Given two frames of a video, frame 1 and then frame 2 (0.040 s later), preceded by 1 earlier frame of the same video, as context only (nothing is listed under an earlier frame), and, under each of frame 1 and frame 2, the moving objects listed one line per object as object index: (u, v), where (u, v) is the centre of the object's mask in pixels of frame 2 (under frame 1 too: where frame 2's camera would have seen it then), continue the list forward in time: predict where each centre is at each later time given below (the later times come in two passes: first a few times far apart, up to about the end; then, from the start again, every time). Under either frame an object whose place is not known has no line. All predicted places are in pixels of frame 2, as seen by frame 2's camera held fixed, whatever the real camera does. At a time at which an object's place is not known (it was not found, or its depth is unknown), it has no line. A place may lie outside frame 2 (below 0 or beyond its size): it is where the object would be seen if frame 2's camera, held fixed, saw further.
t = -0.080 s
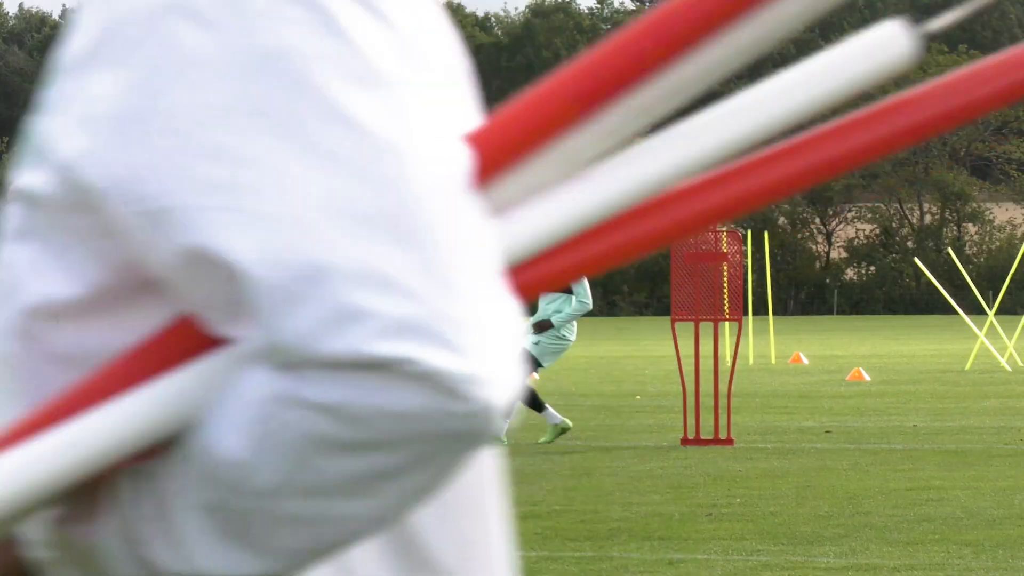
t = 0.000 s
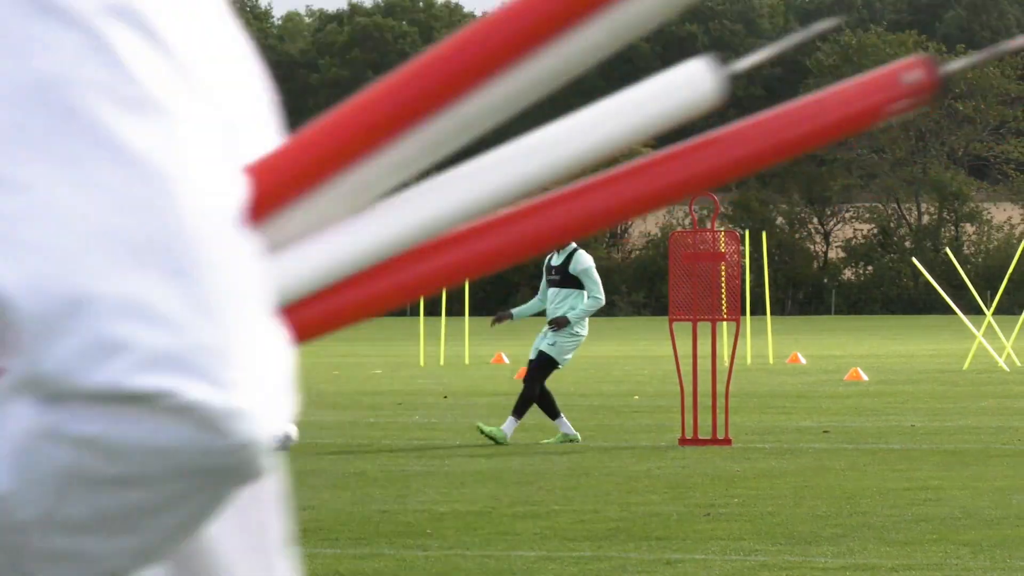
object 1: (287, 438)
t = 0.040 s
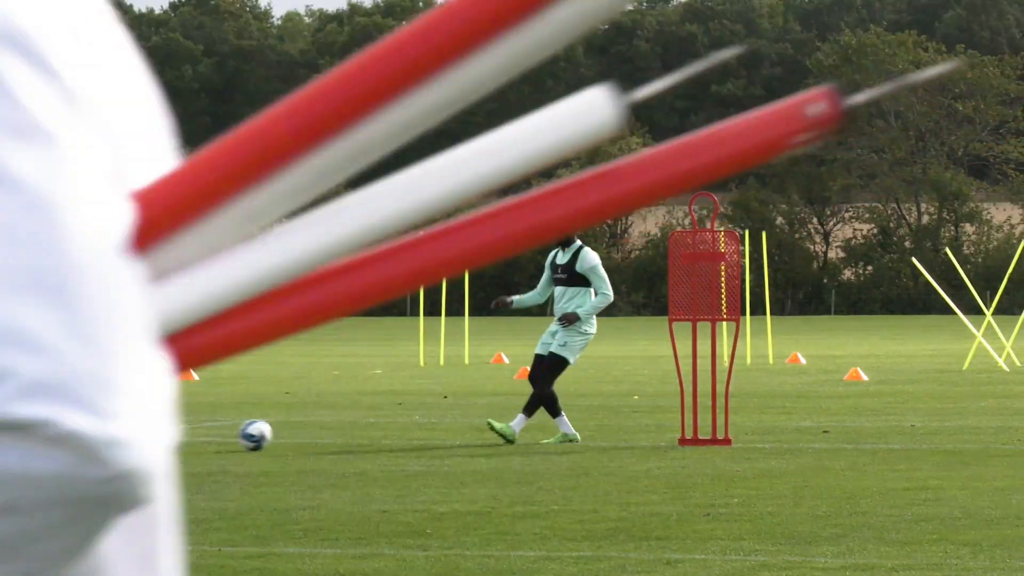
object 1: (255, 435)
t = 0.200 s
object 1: (156, 439)
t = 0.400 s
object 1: (52, 444)
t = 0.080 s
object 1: (229, 437)
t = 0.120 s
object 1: (203, 439)
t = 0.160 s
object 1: (179, 439)
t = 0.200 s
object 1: (156, 439)
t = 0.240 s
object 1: (132, 440)
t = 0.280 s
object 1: (110, 440)
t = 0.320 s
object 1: (89, 443)
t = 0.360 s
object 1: (70, 444)
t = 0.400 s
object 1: (52, 444)
